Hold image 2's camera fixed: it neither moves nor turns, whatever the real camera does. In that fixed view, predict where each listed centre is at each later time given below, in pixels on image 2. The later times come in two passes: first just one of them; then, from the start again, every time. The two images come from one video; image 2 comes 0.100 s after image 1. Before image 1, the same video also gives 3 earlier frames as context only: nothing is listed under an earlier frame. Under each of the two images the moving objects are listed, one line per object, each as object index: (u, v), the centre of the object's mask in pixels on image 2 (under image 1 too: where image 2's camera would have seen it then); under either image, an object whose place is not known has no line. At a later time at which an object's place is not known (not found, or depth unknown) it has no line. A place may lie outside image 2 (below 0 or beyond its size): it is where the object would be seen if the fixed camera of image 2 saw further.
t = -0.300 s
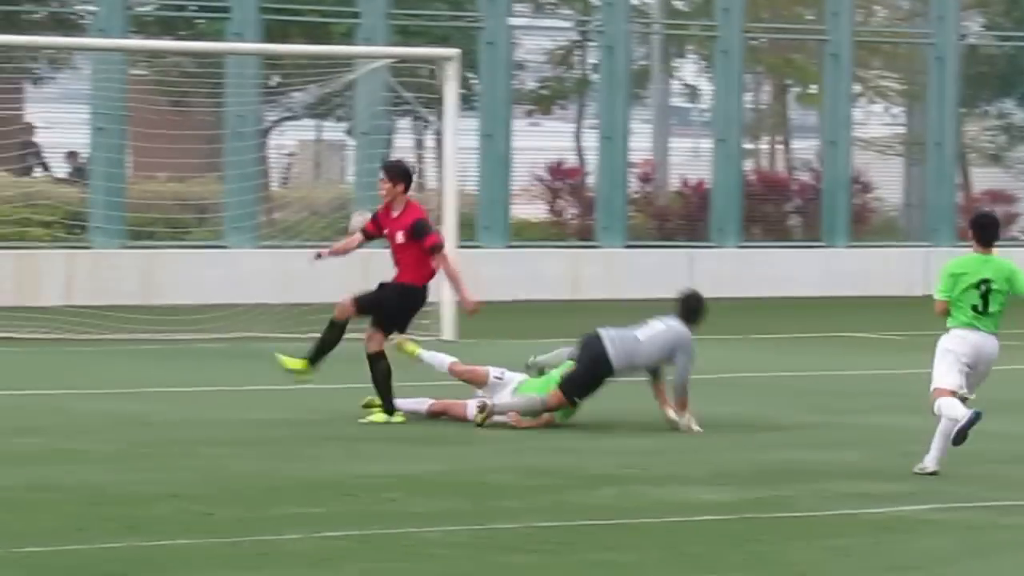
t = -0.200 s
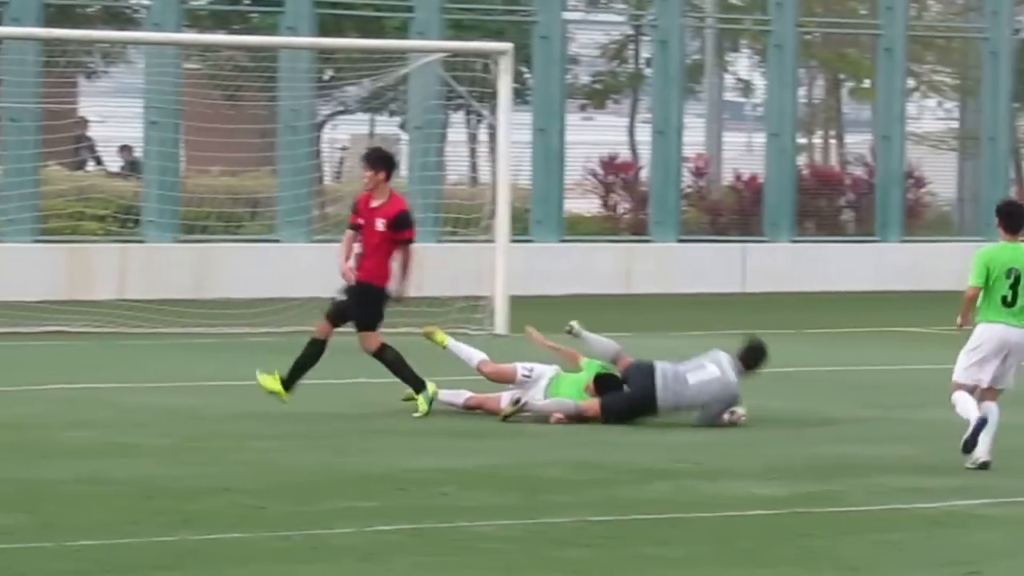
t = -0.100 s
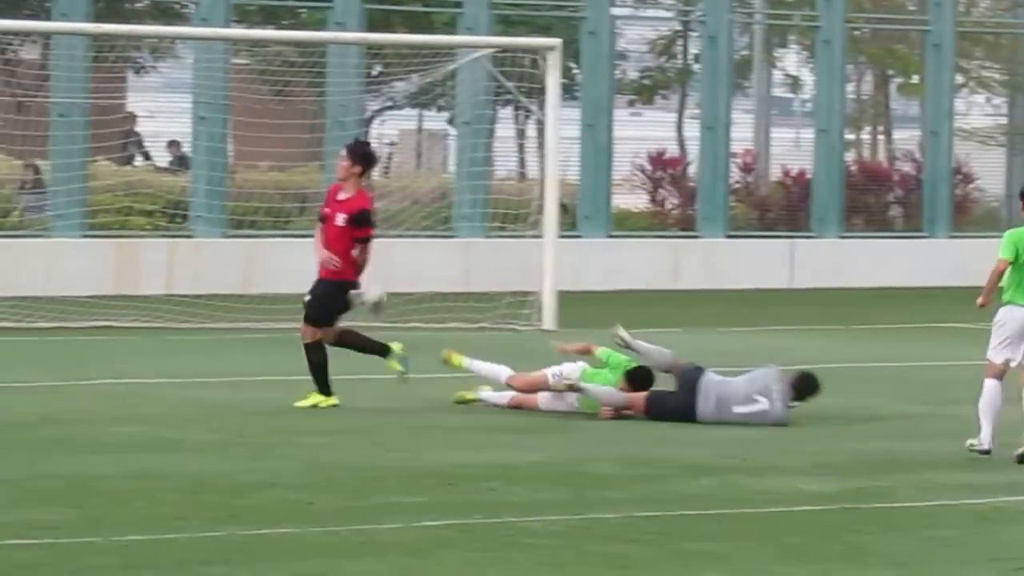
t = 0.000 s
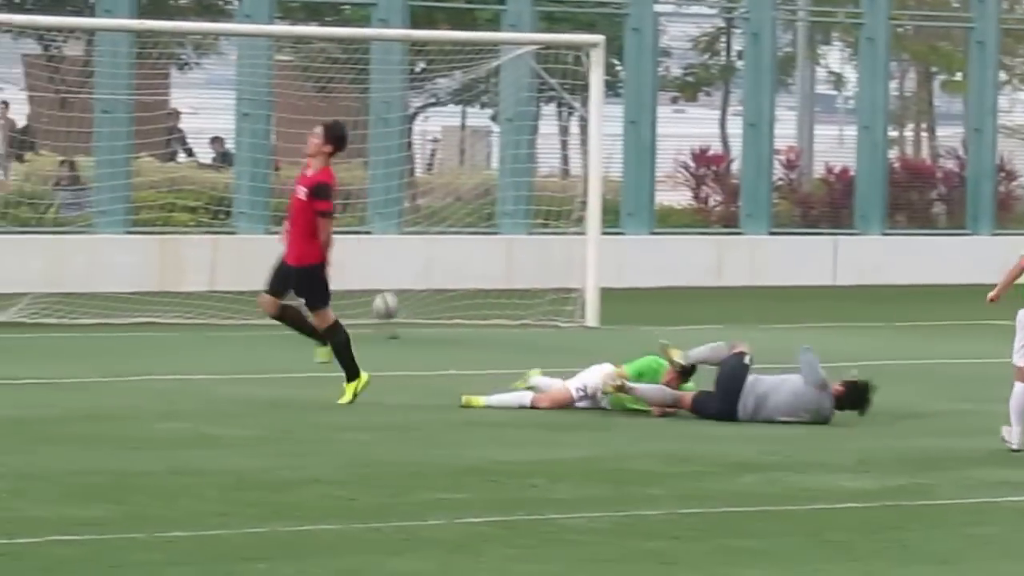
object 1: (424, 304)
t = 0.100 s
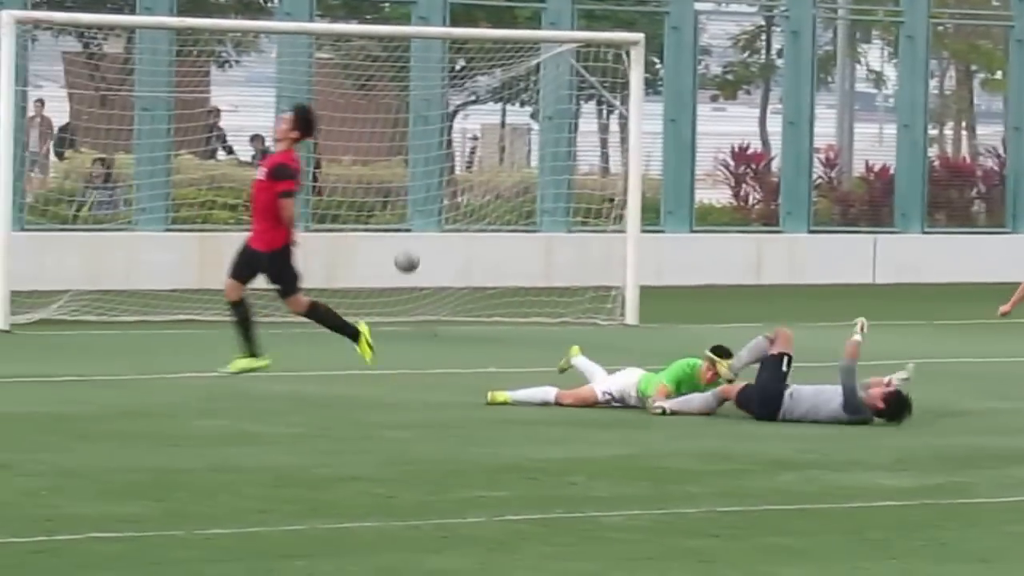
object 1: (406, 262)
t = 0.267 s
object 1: (381, 217)
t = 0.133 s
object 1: (402, 250)
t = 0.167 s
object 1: (396, 238)
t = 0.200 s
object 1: (391, 229)
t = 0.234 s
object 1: (386, 222)
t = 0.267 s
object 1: (381, 217)
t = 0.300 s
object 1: (375, 212)
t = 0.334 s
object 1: (371, 209)
